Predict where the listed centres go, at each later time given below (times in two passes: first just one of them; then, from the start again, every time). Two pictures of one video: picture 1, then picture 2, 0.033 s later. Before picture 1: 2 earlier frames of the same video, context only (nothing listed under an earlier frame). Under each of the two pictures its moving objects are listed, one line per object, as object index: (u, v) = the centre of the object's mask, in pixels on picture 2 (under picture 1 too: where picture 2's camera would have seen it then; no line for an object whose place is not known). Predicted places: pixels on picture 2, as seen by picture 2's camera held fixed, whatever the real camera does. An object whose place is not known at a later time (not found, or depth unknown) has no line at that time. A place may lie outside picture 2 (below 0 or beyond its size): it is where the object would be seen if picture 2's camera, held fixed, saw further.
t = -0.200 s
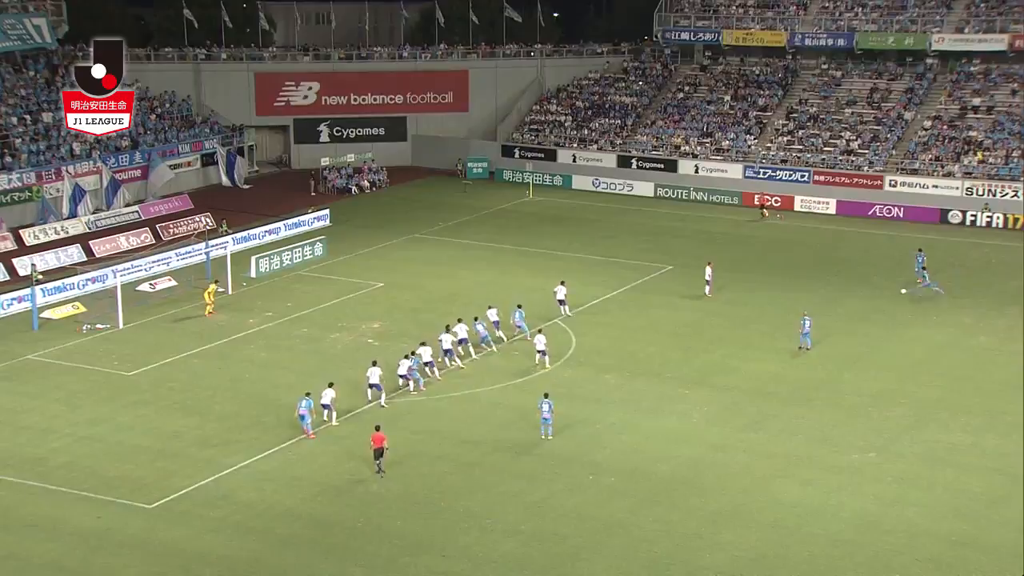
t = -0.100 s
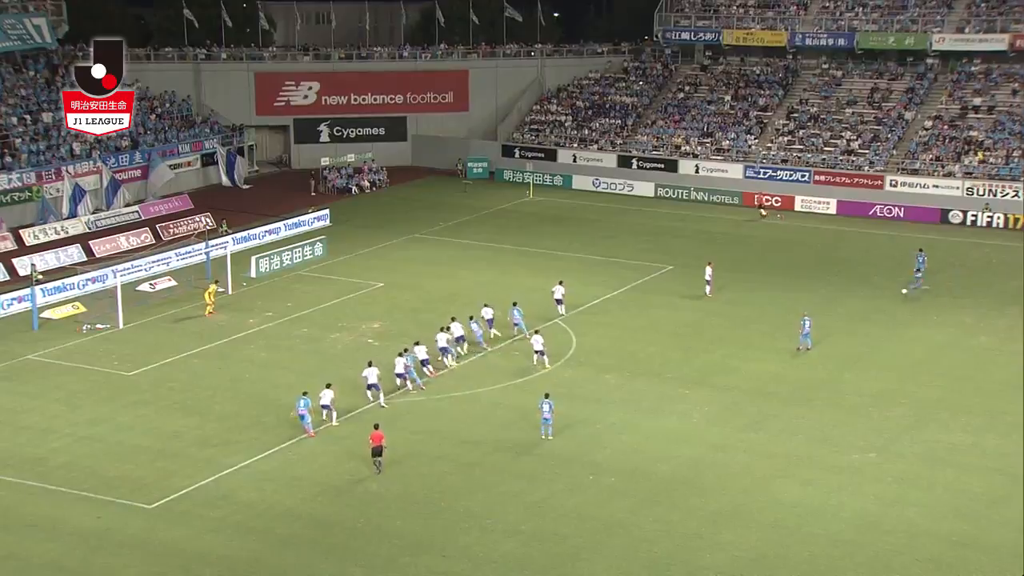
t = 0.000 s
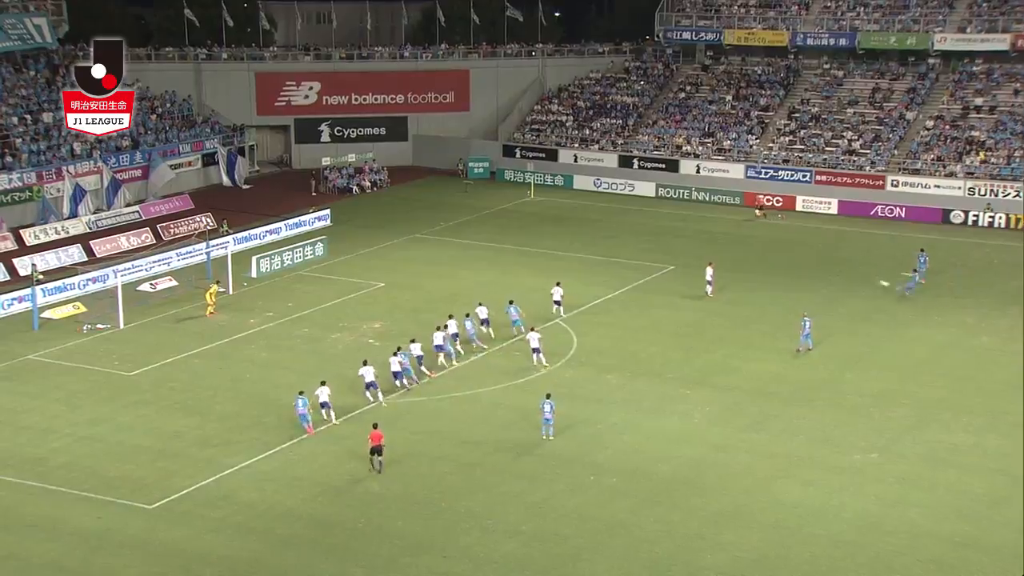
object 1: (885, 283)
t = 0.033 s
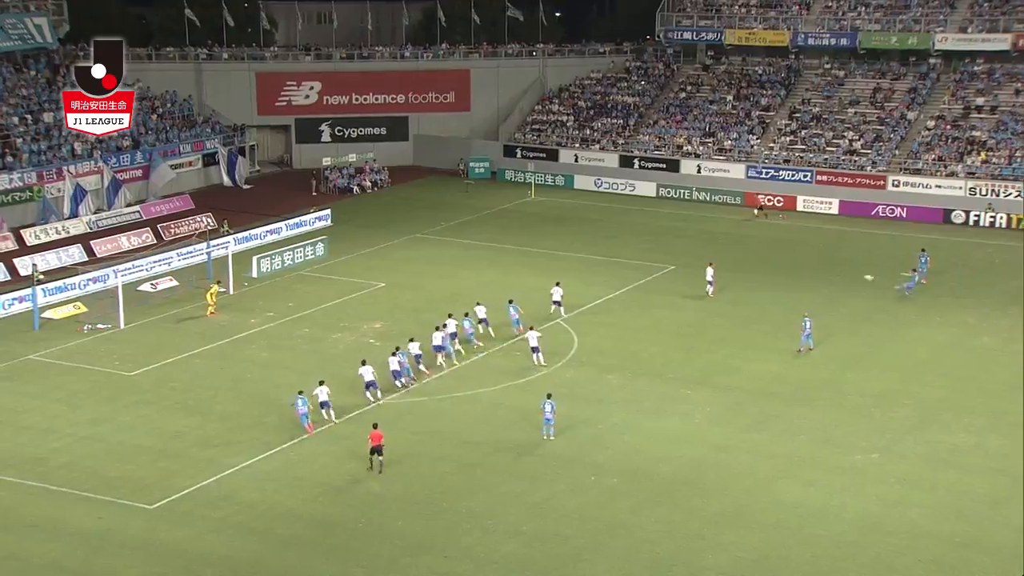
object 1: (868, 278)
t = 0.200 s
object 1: (791, 252)
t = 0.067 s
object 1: (852, 271)
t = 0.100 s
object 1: (836, 266)
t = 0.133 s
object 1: (821, 261)
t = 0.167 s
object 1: (805, 257)
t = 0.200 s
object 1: (791, 252)
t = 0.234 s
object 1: (777, 248)
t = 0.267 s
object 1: (763, 244)
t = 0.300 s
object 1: (750, 239)
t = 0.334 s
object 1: (737, 236)
